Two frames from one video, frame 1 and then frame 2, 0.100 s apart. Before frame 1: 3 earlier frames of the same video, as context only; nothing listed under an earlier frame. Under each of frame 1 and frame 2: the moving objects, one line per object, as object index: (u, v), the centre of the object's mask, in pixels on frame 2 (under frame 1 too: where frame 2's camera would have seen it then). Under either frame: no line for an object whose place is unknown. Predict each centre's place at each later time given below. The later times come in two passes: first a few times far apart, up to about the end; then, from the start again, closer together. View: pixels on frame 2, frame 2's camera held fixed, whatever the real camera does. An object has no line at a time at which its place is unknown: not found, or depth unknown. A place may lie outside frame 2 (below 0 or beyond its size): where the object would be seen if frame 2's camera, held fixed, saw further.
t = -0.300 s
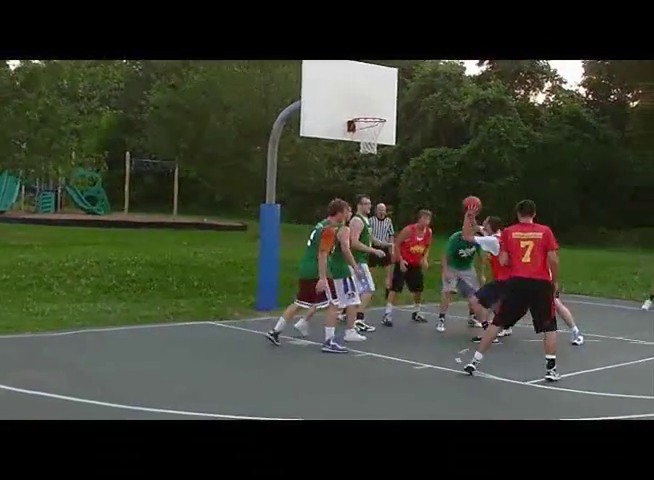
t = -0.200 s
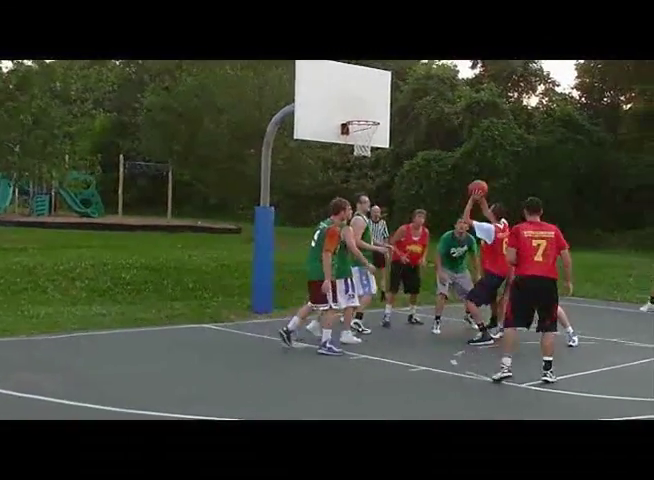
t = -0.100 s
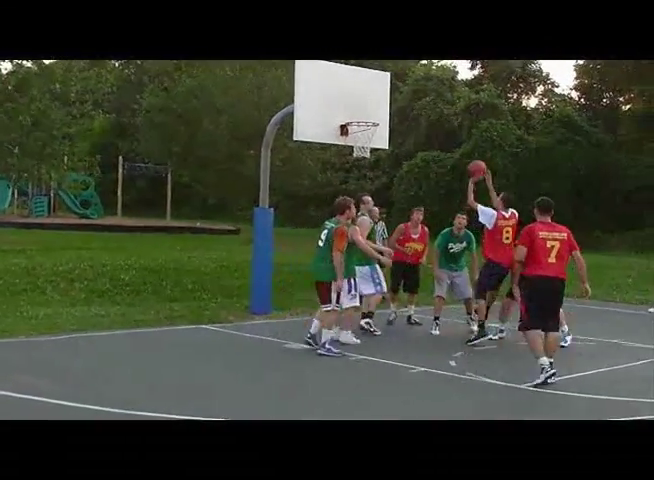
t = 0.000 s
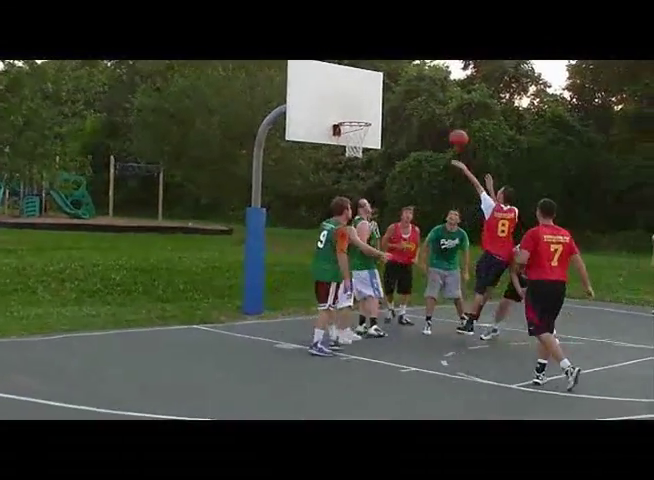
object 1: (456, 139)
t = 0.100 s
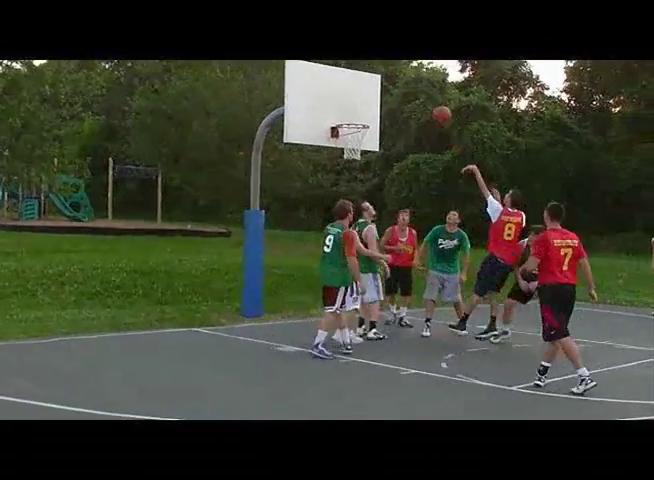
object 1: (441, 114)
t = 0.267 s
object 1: (416, 89)
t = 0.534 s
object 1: (381, 87)
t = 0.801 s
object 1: (348, 131)
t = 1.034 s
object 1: (341, 156)
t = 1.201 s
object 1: (339, 189)
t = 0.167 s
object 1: (432, 101)
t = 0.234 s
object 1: (421, 91)
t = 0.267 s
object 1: (416, 89)
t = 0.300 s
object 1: (413, 85)
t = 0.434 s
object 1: (394, 81)
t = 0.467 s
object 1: (390, 83)
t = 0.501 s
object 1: (386, 85)
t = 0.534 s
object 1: (381, 87)
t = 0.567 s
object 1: (377, 91)
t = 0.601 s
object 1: (372, 94)
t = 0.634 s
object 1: (368, 99)
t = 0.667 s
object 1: (363, 104)
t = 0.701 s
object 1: (359, 110)
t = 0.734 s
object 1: (355, 117)
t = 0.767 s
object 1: (351, 124)
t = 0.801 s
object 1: (348, 131)
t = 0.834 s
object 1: (344, 136)
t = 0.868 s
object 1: (342, 136)
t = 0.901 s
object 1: (342, 140)
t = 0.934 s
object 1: (342, 146)
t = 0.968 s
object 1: (341, 148)
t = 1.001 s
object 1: (341, 152)
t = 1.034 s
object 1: (341, 156)
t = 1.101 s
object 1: (340, 167)
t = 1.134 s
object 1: (340, 174)
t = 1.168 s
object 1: (339, 181)
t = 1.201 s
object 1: (339, 189)
